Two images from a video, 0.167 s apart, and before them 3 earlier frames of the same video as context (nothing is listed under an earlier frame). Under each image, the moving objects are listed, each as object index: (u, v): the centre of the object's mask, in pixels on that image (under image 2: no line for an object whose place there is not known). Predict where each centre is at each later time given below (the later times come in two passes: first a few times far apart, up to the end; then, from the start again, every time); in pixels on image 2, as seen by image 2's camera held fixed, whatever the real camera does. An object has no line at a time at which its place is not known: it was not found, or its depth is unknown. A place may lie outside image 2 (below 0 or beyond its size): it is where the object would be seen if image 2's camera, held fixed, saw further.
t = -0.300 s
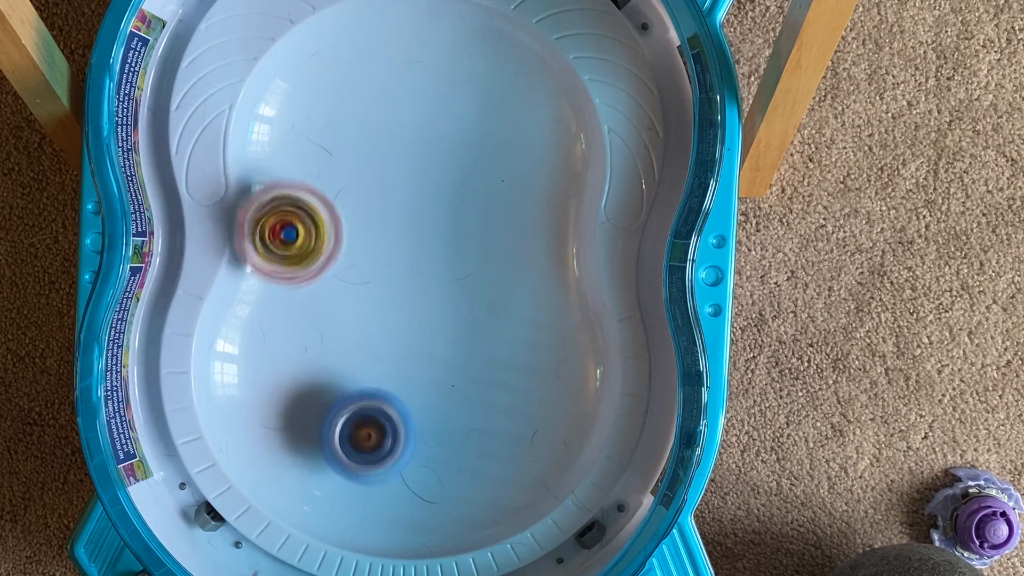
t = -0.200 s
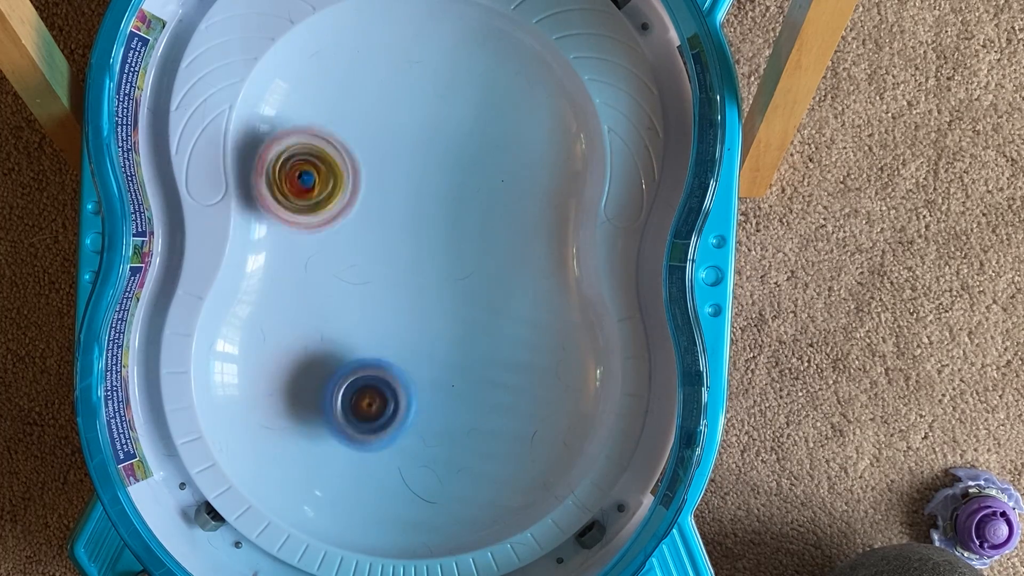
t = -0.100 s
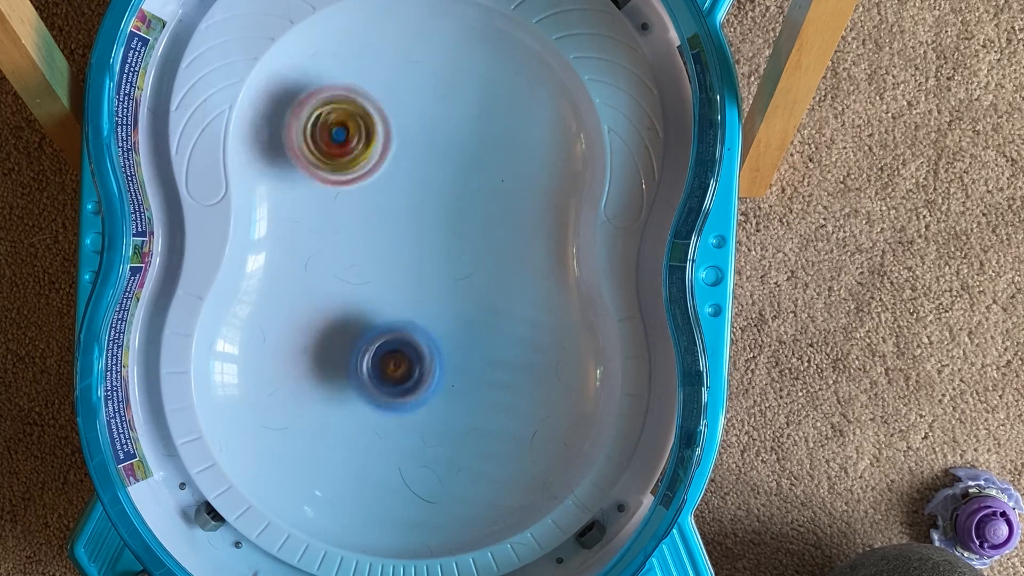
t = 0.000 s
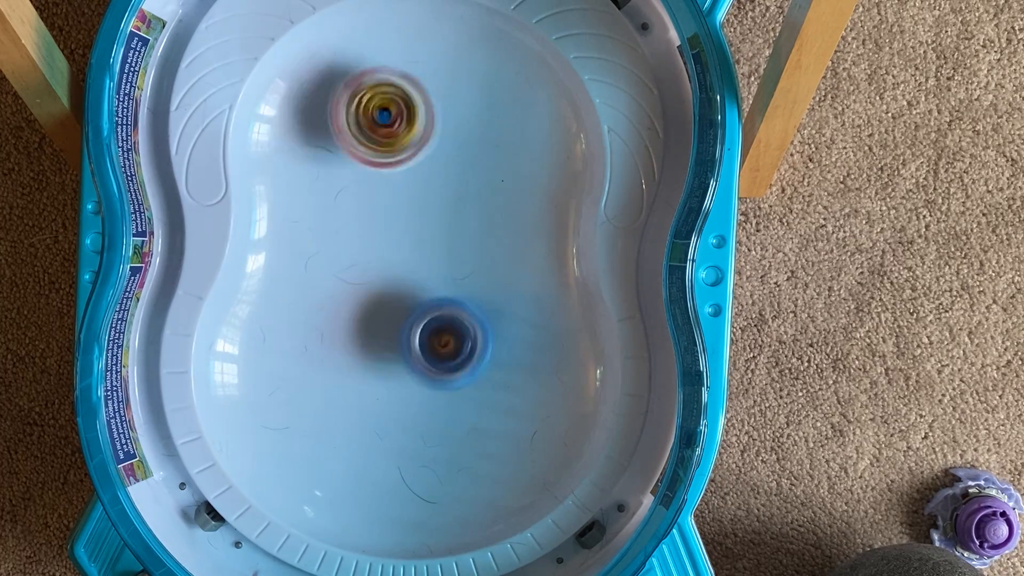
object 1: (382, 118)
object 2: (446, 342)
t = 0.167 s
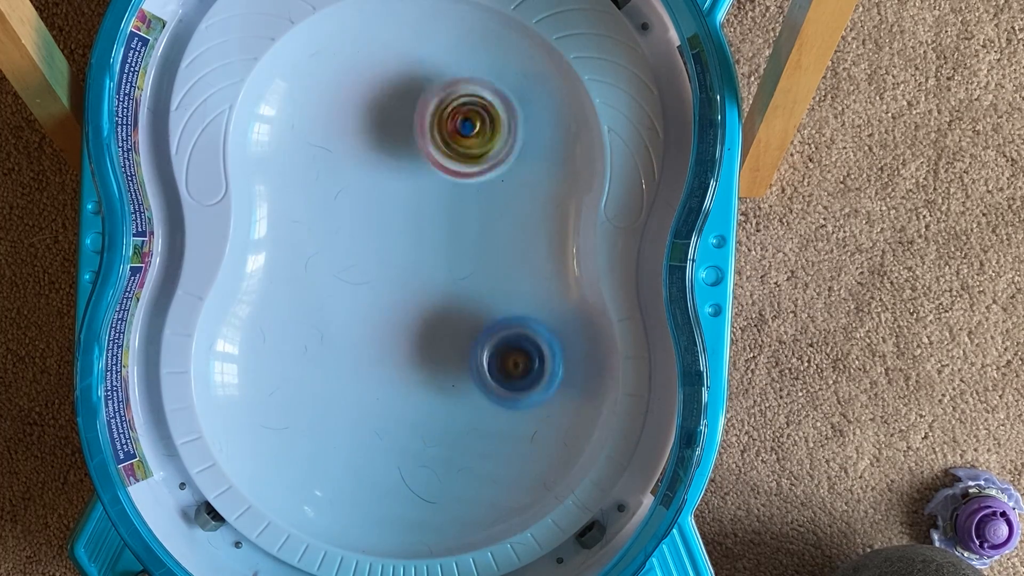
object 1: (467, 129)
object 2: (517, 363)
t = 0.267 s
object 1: (501, 155)
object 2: (516, 397)
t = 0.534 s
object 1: (493, 251)
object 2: (377, 380)
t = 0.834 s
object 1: (498, 293)
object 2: (256, 263)
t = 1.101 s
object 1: (502, 334)
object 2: (447, 256)
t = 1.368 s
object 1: (492, 465)
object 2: (433, 344)
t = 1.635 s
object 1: (448, 471)
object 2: (343, 433)
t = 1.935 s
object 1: (415, 299)
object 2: (334, 379)
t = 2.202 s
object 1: (318, 186)
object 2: (456, 362)
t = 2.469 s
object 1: (313, 123)
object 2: (494, 394)
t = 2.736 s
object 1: (441, 100)
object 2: (413, 379)
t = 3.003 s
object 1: (516, 116)
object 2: (337, 358)
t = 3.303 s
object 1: (459, 232)
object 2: (363, 377)
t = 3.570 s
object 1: (430, 319)
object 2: (454, 412)
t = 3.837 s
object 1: (402, 349)
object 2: (499, 385)
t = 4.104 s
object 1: (369, 443)
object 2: (413, 300)
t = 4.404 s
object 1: (430, 382)
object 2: (335, 265)
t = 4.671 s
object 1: (459, 262)
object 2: (392, 306)
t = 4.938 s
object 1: (432, 163)
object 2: (405, 347)
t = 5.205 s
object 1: (431, 99)
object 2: (408, 397)
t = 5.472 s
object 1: (451, 129)
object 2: (430, 394)
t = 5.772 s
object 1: (423, 127)
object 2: (440, 387)
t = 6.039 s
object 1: (416, 127)
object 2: (425, 395)
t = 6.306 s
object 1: (439, 133)
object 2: (435, 389)
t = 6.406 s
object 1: (442, 133)
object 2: (438, 387)
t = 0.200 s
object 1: (480, 138)
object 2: (522, 373)
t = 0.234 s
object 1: (491, 146)
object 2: (521, 385)
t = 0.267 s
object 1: (501, 155)
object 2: (516, 397)
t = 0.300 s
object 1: (508, 166)
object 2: (505, 407)
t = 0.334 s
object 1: (511, 177)
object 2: (491, 415)
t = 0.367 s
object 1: (513, 188)
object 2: (473, 418)
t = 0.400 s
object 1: (513, 201)
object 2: (455, 417)
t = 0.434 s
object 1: (510, 214)
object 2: (435, 414)
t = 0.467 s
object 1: (505, 226)
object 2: (415, 405)
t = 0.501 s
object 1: (500, 239)
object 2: (395, 394)
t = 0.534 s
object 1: (493, 251)
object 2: (377, 380)
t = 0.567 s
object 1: (485, 262)
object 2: (362, 363)
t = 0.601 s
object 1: (477, 273)
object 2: (353, 347)
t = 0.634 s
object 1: (465, 284)
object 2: (349, 328)
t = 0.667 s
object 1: (454, 293)
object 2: (347, 307)
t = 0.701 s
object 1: (453, 297)
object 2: (331, 293)
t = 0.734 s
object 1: (471, 293)
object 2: (297, 287)
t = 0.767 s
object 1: (483, 289)
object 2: (266, 277)
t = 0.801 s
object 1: (492, 288)
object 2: (256, 270)
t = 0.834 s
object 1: (498, 293)
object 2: (256, 263)
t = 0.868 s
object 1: (502, 296)
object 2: (269, 256)
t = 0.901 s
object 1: (507, 301)
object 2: (294, 249)
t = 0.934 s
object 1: (509, 305)
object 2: (325, 246)
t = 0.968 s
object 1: (511, 310)
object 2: (352, 246)
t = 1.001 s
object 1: (509, 315)
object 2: (379, 245)
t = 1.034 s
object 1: (508, 320)
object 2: (405, 245)
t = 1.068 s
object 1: (503, 327)
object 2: (429, 249)
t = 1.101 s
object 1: (502, 334)
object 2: (447, 256)
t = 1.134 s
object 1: (510, 349)
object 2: (452, 260)
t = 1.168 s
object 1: (520, 367)
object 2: (445, 263)
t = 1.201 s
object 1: (523, 386)
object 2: (439, 267)
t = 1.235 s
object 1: (524, 405)
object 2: (436, 274)
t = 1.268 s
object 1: (521, 424)
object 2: (430, 288)
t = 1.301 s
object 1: (515, 439)
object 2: (430, 303)
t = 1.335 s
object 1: (505, 454)
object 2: (432, 323)
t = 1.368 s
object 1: (492, 465)
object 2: (433, 344)
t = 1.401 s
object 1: (477, 473)
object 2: (438, 367)
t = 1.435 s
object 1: (466, 481)
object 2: (439, 388)
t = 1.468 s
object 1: (468, 493)
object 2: (426, 399)
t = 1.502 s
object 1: (470, 498)
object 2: (405, 402)
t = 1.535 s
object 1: (469, 502)
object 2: (386, 408)
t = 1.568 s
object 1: (463, 496)
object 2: (368, 419)
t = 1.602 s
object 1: (458, 487)
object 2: (355, 425)
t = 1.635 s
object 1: (448, 471)
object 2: (343, 433)
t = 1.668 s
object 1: (444, 452)
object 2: (333, 432)
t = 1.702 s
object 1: (436, 430)
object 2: (323, 434)
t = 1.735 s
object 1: (433, 412)
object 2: (317, 431)
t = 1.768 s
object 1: (430, 390)
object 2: (313, 427)
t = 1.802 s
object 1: (428, 372)
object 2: (311, 420)
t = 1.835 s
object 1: (429, 355)
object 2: (312, 412)
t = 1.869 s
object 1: (427, 335)
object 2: (315, 401)
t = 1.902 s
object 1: (423, 316)
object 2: (323, 390)
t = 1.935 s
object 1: (415, 299)
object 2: (334, 379)
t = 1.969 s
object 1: (405, 284)
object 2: (347, 366)
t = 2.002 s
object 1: (395, 269)
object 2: (363, 358)
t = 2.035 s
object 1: (385, 251)
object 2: (383, 354)
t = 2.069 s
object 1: (370, 232)
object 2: (395, 354)
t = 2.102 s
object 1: (355, 220)
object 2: (415, 355)
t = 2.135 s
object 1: (343, 206)
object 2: (427, 356)
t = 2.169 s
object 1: (329, 195)
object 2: (441, 361)
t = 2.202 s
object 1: (318, 186)
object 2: (456, 362)
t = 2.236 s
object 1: (308, 176)
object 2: (468, 367)
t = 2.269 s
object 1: (298, 166)
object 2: (480, 369)
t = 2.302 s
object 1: (291, 158)
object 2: (488, 375)
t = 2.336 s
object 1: (289, 150)
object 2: (495, 379)
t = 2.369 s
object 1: (291, 141)
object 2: (498, 383)
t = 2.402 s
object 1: (296, 134)
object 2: (499, 387)
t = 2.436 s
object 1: (303, 127)
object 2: (497, 390)
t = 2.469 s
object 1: (313, 123)
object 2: (494, 394)
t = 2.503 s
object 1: (326, 120)
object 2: (490, 394)
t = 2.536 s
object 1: (342, 117)
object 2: (482, 395)
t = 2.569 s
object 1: (358, 115)
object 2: (474, 393)
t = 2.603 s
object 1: (376, 113)
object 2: (463, 391)
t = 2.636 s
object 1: (393, 109)
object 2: (451, 390)
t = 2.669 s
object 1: (410, 106)
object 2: (439, 385)
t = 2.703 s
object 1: (425, 104)
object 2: (424, 383)
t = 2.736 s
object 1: (441, 100)
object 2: (413, 379)
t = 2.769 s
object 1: (457, 97)
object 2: (398, 374)
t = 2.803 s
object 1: (472, 94)
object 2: (386, 371)
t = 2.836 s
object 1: (483, 93)
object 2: (375, 366)
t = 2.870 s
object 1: (495, 94)
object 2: (363, 364)
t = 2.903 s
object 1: (502, 97)
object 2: (355, 359)
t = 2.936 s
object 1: (509, 102)
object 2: (346, 358)
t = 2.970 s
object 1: (514, 109)
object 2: (341, 358)
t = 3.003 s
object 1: (516, 116)
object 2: (337, 358)
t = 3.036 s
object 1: (515, 127)
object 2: (335, 359)
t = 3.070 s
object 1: (512, 137)
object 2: (333, 360)
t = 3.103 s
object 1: (506, 149)
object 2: (334, 364)
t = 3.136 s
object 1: (499, 160)
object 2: (336, 365)
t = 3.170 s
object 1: (490, 174)
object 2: (337, 368)
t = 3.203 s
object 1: (481, 187)
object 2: (340, 371)
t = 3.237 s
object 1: (473, 202)
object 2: (345, 373)
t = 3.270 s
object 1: (465, 217)
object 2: (353, 375)
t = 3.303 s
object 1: (459, 232)
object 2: (363, 377)
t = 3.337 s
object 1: (453, 248)
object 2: (370, 379)
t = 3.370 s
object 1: (450, 265)
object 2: (380, 382)
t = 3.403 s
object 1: (447, 282)
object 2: (391, 380)
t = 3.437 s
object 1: (446, 299)
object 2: (401, 382)
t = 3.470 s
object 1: (441, 308)
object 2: (412, 386)
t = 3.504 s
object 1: (437, 310)
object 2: (426, 400)
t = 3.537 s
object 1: (434, 312)
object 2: (439, 409)
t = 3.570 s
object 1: (430, 319)
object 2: (454, 412)
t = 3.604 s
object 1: (432, 329)
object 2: (465, 414)
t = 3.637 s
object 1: (435, 334)
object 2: (471, 415)
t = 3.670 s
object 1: (426, 330)
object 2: (484, 417)
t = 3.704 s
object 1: (414, 332)
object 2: (492, 415)
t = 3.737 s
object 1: (407, 338)
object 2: (501, 410)
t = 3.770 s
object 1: (404, 343)
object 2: (503, 400)
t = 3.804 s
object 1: (405, 348)
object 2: (503, 392)
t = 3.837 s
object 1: (402, 349)
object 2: (499, 385)
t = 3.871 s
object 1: (397, 351)
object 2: (494, 379)
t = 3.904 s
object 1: (391, 358)
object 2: (485, 371)
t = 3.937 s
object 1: (382, 371)
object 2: (482, 362)
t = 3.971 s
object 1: (380, 385)
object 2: (470, 353)
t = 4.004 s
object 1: (379, 404)
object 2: (456, 340)
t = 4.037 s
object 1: (377, 421)
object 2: (442, 323)
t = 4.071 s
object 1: (372, 433)
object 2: (429, 311)
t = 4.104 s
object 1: (369, 443)
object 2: (413, 300)
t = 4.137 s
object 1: (371, 448)
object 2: (394, 291)
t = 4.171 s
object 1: (376, 448)
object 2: (379, 280)
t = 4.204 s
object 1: (380, 444)
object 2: (367, 271)
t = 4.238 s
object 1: (385, 437)
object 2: (354, 266)
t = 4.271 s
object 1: (394, 429)
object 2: (343, 263)
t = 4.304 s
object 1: (402, 421)
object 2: (336, 261)
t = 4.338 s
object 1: (413, 411)
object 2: (332, 261)
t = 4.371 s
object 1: (422, 397)
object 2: (331, 263)
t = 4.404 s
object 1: (430, 382)
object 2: (335, 265)
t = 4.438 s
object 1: (436, 364)
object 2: (342, 269)
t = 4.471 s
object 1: (442, 348)
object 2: (349, 274)
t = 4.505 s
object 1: (446, 333)
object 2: (357, 280)
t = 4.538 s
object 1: (451, 319)
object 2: (367, 287)
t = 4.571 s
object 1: (454, 304)
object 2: (378, 292)
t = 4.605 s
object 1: (456, 289)
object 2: (383, 297)
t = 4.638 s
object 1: (459, 276)
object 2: (388, 301)
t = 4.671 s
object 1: (459, 262)
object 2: (392, 306)
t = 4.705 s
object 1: (456, 249)
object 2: (396, 310)
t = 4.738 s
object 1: (452, 238)
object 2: (398, 314)
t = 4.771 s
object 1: (449, 225)
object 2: (400, 318)
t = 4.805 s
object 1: (446, 212)
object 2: (402, 322)
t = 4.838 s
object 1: (441, 200)
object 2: (404, 327)
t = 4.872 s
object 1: (438, 188)
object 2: (404, 333)
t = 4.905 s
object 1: (435, 175)
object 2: (405, 340)
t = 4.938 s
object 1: (432, 163)
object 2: (405, 347)
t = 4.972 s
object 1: (430, 150)
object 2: (406, 356)
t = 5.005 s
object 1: (429, 137)
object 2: (405, 365)
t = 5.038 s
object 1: (428, 125)
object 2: (404, 373)
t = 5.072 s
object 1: (428, 116)
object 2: (404, 380)
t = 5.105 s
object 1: (430, 107)
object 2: (404, 386)
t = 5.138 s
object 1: (430, 102)
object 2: (404, 391)
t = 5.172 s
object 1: (431, 99)
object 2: (406, 395)
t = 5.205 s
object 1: (431, 99)
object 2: (408, 397)
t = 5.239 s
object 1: (431, 101)
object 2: (410, 398)
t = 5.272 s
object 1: (433, 105)
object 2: (413, 398)
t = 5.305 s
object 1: (435, 110)
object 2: (416, 398)
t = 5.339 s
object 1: (439, 117)
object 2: (419, 398)
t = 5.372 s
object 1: (443, 122)
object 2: (422, 398)
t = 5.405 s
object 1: (446, 126)
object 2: (425, 397)
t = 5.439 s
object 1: (449, 128)
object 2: (428, 395)
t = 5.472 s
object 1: (451, 129)
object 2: (430, 394)
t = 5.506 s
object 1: (451, 129)
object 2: (433, 392)
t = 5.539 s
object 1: (450, 130)
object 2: (435, 390)
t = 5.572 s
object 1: (447, 130)
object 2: (438, 389)
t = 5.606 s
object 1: (444, 130)
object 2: (441, 388)
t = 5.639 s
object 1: (440, 130)
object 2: (443, 387)
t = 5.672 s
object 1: (435, 129)
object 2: (444, 387)
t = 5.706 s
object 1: (431, 128)
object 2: (444, 387)
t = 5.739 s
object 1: (427, 127)
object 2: (442, 387)
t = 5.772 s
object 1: (423, 127)
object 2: (440, 387)
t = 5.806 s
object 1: (419, 127)
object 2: (438, 388)
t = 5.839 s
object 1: (416, 126)
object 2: (436, 389)
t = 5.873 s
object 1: (413, 125)
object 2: (433, 390)
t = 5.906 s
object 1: (411, 124)
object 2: (431, 391)
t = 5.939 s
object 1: (411, 124)
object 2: (428, 392)
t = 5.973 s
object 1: (412, 124)
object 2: (427, 393)
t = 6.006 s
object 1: (414, 125)
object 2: (426, 394)
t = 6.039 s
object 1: (416, 127)
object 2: (425, 395)
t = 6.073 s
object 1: (419, 129)
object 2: (425, 395)
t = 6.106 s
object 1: (422, 130)
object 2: (425, 395)
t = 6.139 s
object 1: (425, 130)
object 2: (426, 394)
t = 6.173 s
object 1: (428, 131)
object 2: (427, 393)
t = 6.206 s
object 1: (431, 131)
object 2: (429, 392)
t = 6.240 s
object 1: (434, 132)
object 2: (431, 390)
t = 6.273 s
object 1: (437, 132)
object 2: (433, 389)
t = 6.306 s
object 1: (439, 133)
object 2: (435, 389)
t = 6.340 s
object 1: (440, 133)
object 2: (436, 388)
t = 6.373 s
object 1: (441, 133)
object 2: (437, 388)
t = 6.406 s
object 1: (442, 133)
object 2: (438, 387)
